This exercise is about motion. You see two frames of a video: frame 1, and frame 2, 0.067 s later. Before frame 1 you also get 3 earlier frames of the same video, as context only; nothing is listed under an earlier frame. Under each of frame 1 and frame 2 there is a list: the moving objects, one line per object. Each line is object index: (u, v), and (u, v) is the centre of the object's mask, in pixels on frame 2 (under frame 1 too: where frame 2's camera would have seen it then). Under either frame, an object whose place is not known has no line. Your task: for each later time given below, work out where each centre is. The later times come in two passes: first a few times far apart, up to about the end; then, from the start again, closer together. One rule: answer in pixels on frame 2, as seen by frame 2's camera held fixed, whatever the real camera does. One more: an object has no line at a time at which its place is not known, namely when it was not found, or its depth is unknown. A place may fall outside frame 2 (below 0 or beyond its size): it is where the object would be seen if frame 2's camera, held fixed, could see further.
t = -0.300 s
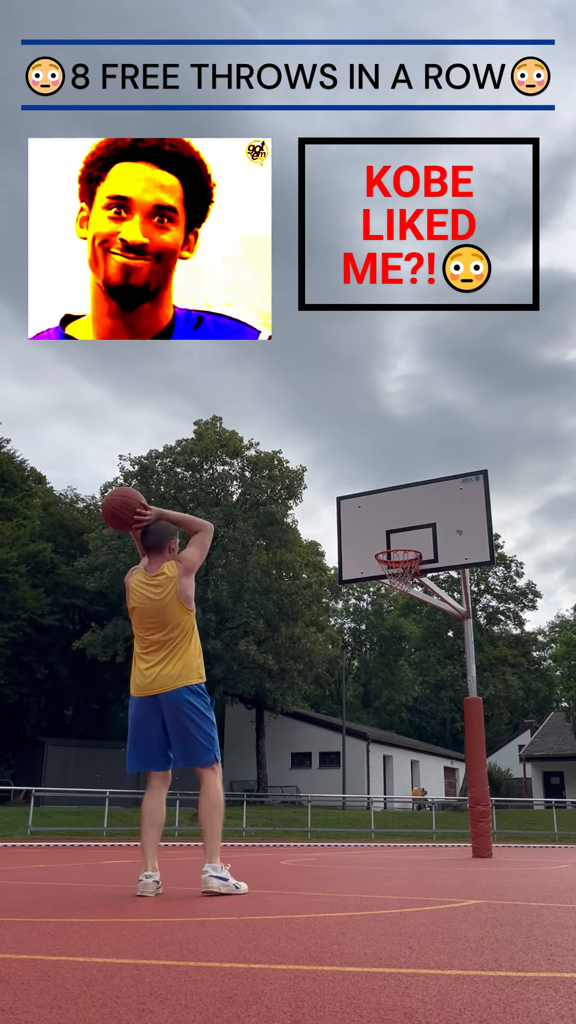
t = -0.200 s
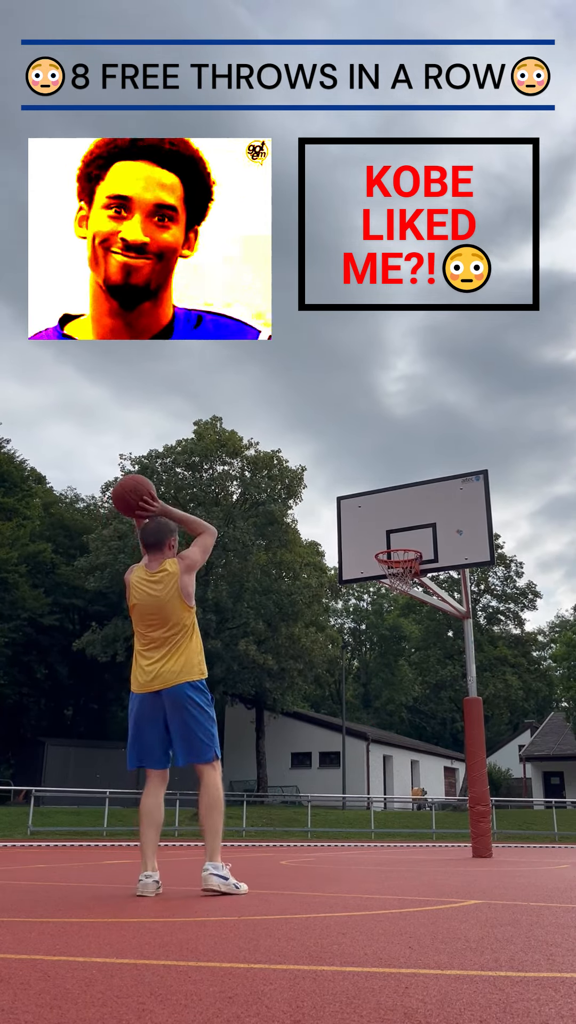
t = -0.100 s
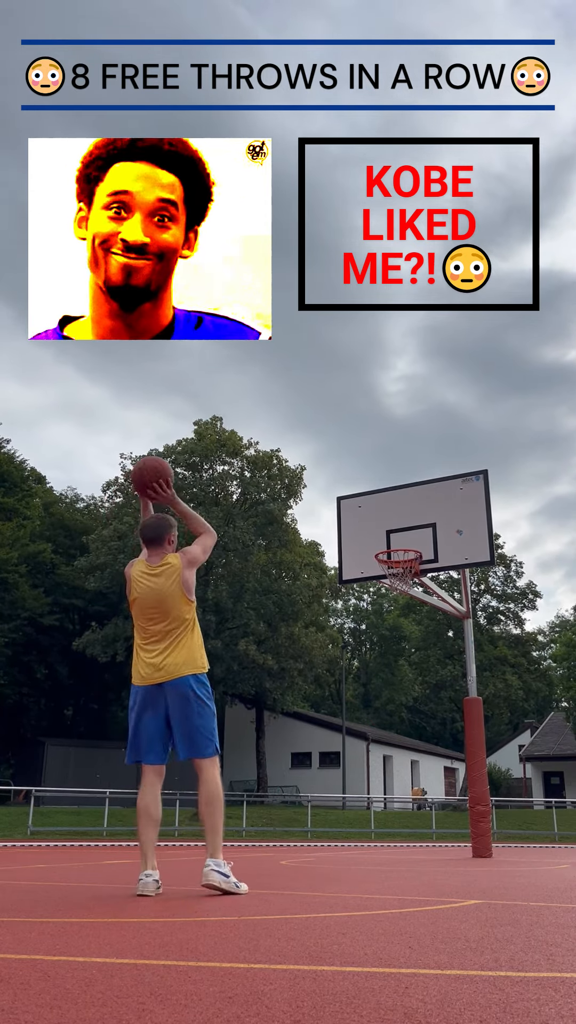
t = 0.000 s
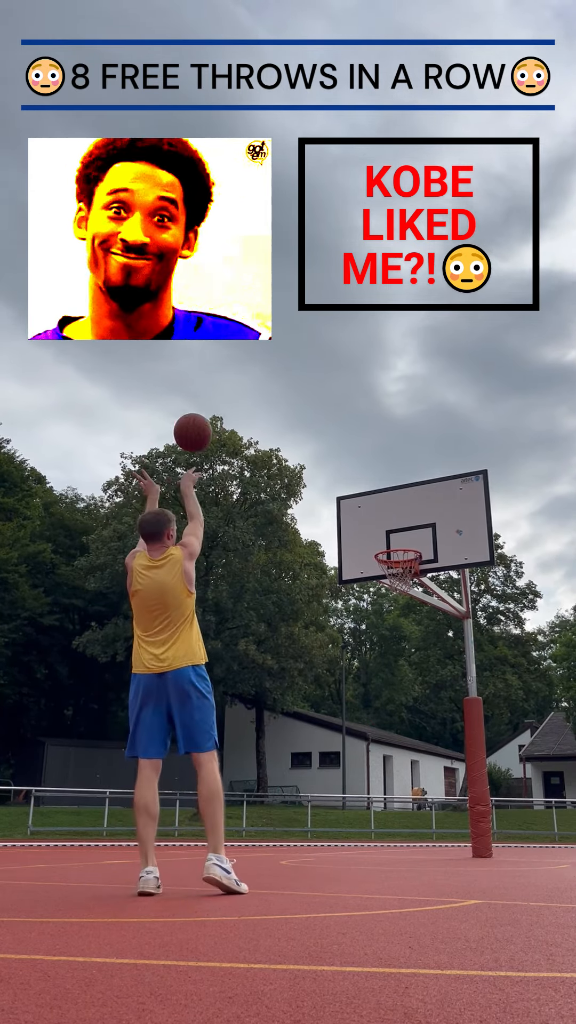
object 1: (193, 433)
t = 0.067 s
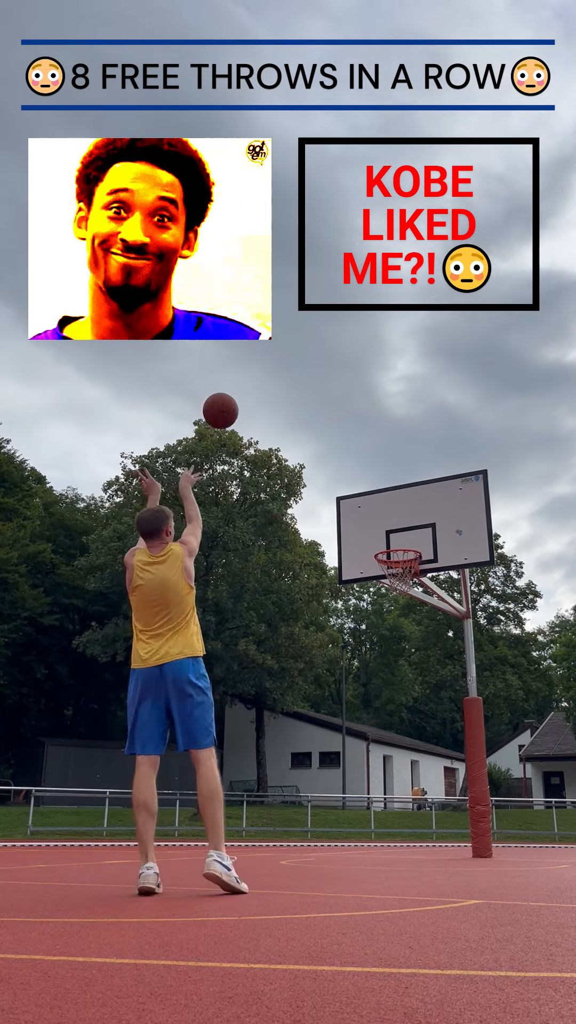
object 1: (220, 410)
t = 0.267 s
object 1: (285, 390)
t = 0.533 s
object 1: (346, 430)
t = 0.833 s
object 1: (398, 536)
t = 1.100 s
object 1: (389, 568)
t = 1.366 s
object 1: (419, 608)
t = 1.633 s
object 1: (450, 716)
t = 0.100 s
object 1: (233, 403)
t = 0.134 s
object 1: (245, 397)
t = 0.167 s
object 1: (255, 393)
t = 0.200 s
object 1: (266, 391)
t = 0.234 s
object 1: (276, 390)
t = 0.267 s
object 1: (285, 390)
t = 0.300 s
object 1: (294, 392)
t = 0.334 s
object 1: (302, 394)
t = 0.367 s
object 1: (310, 398)
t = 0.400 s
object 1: (318, 403)
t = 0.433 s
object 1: (325, 408)
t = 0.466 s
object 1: (333, 415)
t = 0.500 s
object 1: (339, 422)
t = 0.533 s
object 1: (346, 430)
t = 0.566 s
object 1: (352, 439)
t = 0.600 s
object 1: (359, 449)
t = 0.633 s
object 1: (365, 460)
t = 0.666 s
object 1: (371, 471)
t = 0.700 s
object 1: (376, 483)
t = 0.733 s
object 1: (382, 495)
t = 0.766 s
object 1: (387, 508)
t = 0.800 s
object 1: (392, 522)
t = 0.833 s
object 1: (398, 536)
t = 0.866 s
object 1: (401, 550)
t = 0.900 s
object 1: (399, 560)
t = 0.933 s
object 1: (389, 568)
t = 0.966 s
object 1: (383, 570)
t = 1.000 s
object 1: (381, 566)
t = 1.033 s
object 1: (383, 566)
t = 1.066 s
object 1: (386, 567)
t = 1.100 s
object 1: (389, 568)
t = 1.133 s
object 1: (392, 571)
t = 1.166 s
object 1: (397, 573)
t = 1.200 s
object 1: (400, 577)
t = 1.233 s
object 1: (404, 581)
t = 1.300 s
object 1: (412, 593)
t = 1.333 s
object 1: (415, 600)
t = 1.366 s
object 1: (419, 608)
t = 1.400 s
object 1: (422, 618)
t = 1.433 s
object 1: (426, 628)
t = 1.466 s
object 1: (430, 640)
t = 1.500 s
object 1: (434, 653)
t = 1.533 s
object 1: (438, 667)
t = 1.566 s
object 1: (442, 683)
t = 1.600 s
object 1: (446, 699)
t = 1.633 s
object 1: (450, 716)
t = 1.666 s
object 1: (455, 735)
